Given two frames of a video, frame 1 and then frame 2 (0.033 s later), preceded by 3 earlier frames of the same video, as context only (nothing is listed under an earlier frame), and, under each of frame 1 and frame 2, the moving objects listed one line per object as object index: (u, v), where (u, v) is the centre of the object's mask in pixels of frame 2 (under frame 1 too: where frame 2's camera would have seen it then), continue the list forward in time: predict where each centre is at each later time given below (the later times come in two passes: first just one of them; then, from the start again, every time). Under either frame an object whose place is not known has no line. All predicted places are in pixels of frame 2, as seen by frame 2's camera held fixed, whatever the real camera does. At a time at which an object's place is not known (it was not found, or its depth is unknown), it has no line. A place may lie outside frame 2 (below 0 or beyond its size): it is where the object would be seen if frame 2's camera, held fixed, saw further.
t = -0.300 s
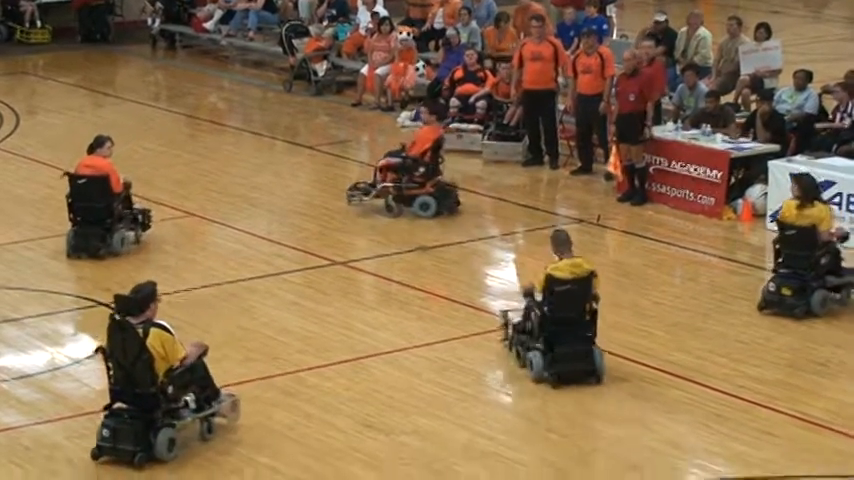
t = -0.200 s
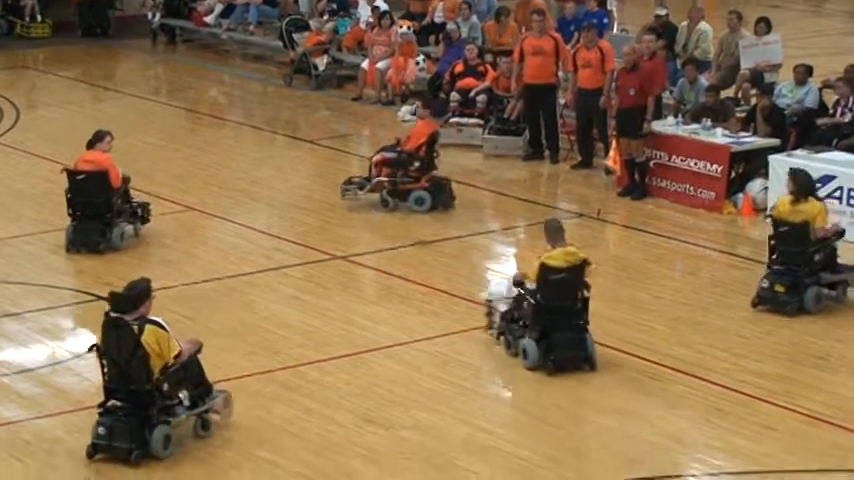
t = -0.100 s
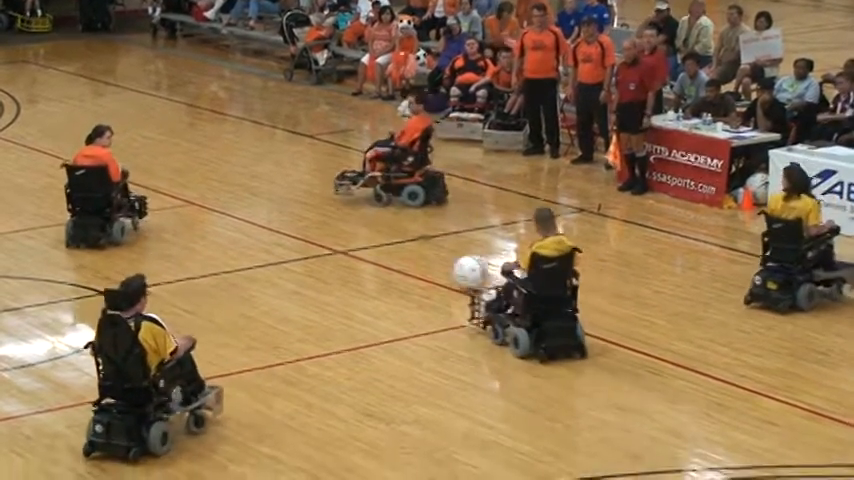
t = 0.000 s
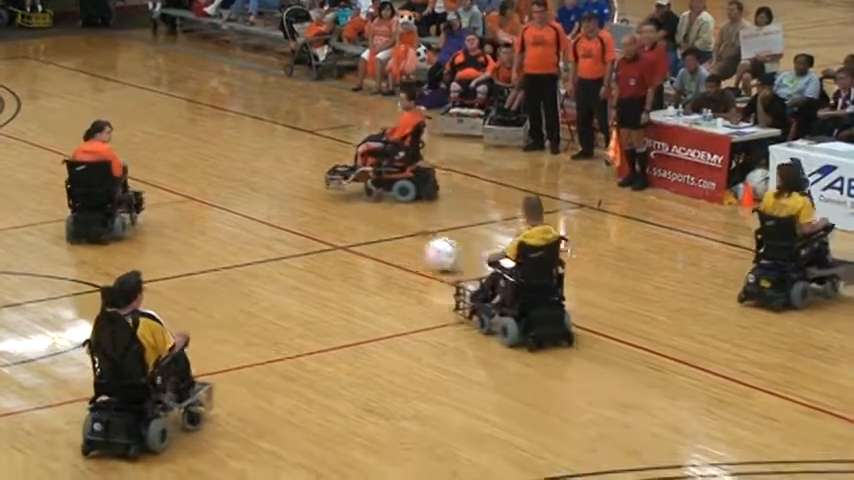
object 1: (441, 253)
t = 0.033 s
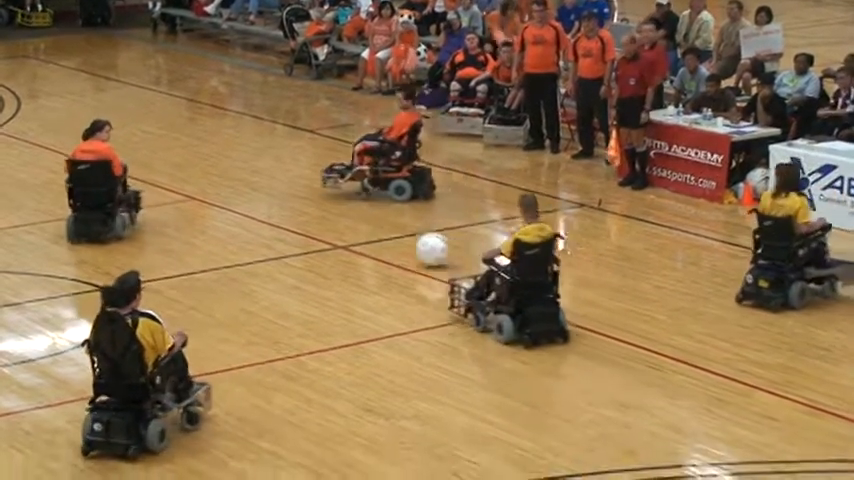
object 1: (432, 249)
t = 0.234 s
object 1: (386, 224)
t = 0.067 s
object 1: (424, 244)
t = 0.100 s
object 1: (416, 240)
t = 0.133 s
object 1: (408, 237)
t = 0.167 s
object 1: (401, 233)
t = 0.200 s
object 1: (393, 229)
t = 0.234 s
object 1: (386, 224)
